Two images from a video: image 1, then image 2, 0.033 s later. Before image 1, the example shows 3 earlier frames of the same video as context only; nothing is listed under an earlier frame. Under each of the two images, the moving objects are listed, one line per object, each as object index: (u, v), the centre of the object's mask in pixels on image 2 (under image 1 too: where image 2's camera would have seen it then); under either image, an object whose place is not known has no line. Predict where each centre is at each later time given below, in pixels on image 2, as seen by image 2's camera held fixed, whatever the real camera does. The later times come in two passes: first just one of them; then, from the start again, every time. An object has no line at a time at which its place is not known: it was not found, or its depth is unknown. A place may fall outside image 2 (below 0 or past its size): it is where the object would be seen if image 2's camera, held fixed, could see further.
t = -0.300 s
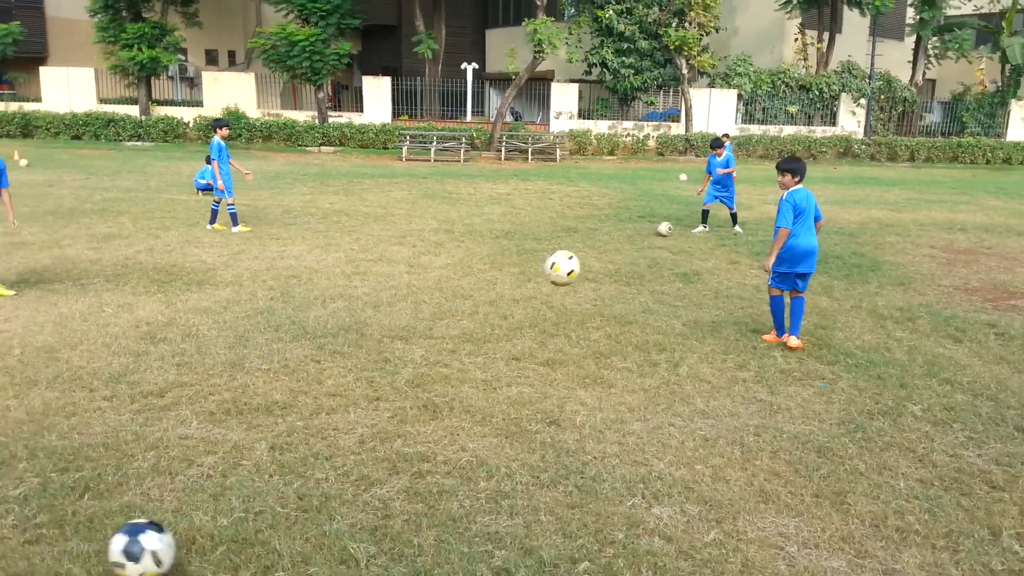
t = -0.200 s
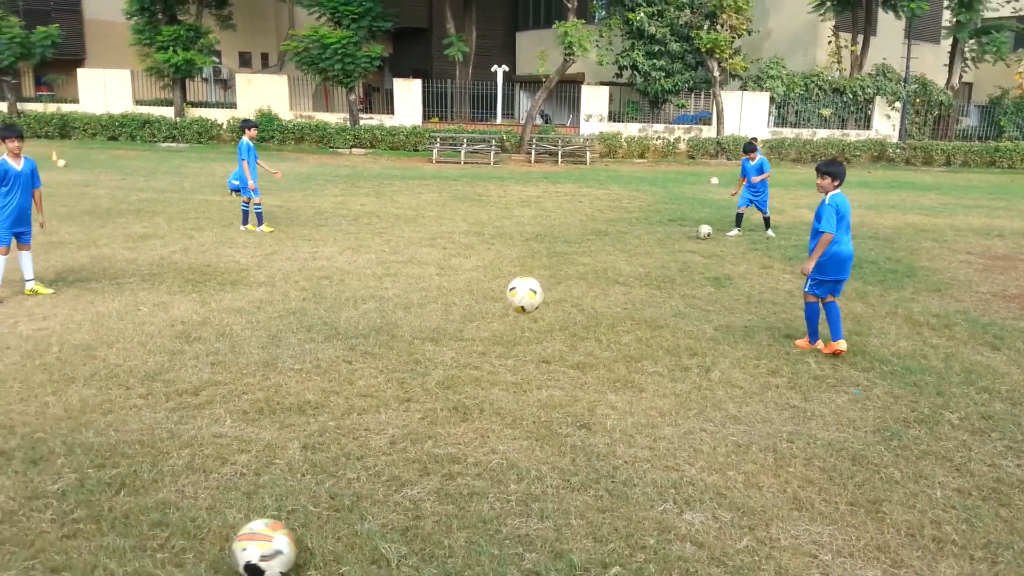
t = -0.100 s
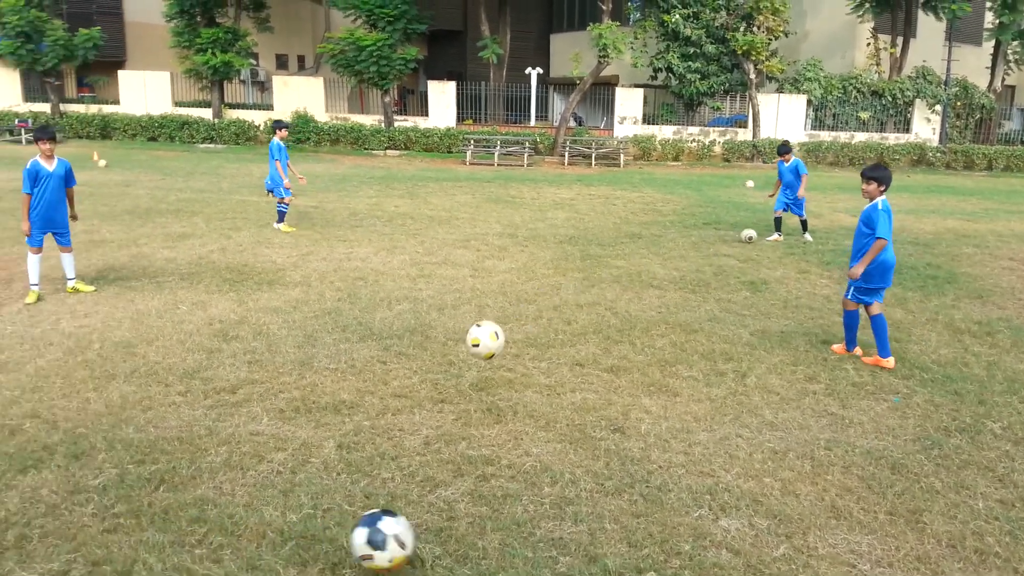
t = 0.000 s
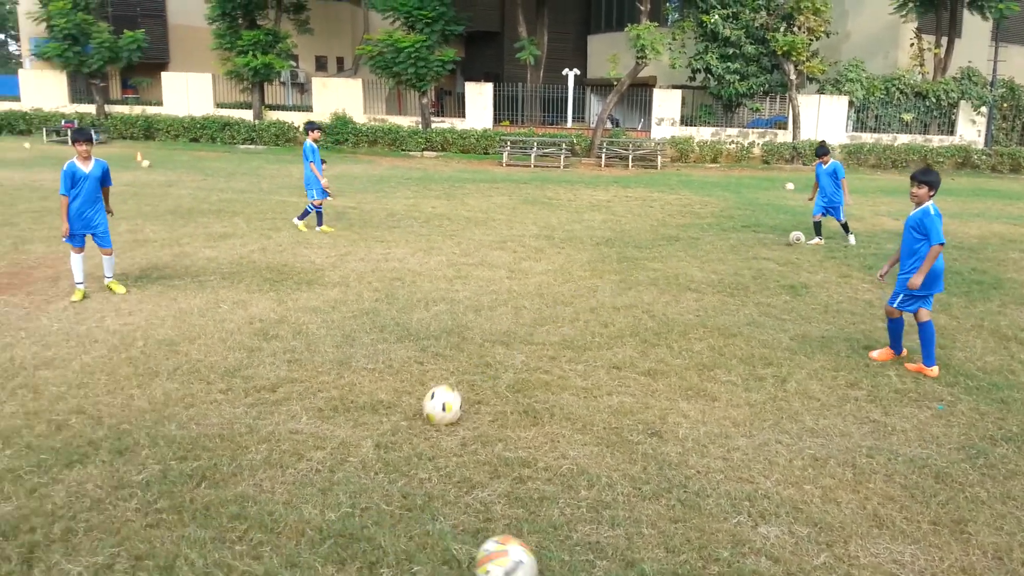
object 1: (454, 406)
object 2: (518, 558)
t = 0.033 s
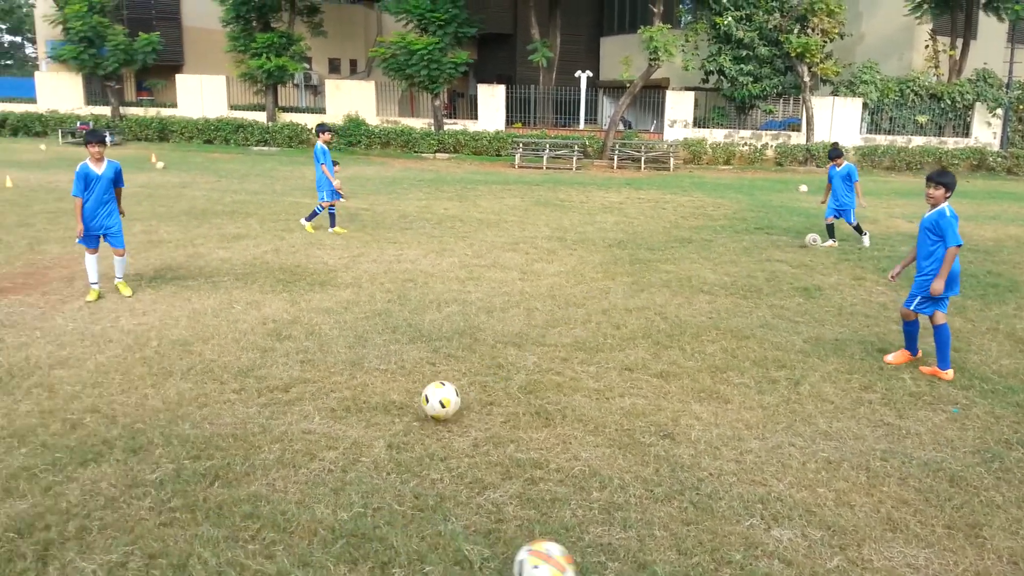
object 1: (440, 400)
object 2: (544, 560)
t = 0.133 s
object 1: (401, 369)
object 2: (627, 557)
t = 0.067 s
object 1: (428, 387)
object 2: (571, 558)
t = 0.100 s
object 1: (415, 377)
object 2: (599, 557)
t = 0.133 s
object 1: (401, 369)
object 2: (627, 557)
